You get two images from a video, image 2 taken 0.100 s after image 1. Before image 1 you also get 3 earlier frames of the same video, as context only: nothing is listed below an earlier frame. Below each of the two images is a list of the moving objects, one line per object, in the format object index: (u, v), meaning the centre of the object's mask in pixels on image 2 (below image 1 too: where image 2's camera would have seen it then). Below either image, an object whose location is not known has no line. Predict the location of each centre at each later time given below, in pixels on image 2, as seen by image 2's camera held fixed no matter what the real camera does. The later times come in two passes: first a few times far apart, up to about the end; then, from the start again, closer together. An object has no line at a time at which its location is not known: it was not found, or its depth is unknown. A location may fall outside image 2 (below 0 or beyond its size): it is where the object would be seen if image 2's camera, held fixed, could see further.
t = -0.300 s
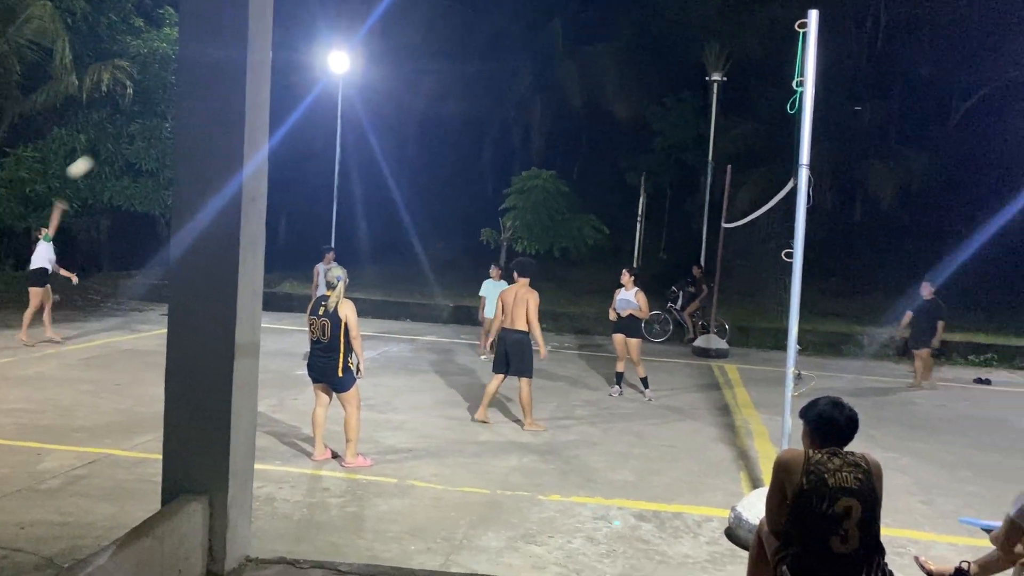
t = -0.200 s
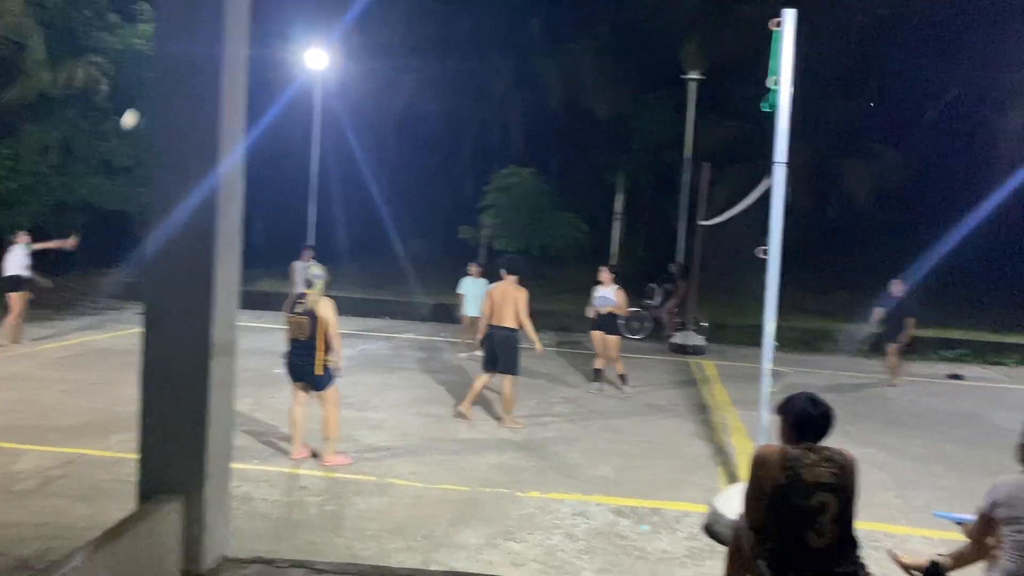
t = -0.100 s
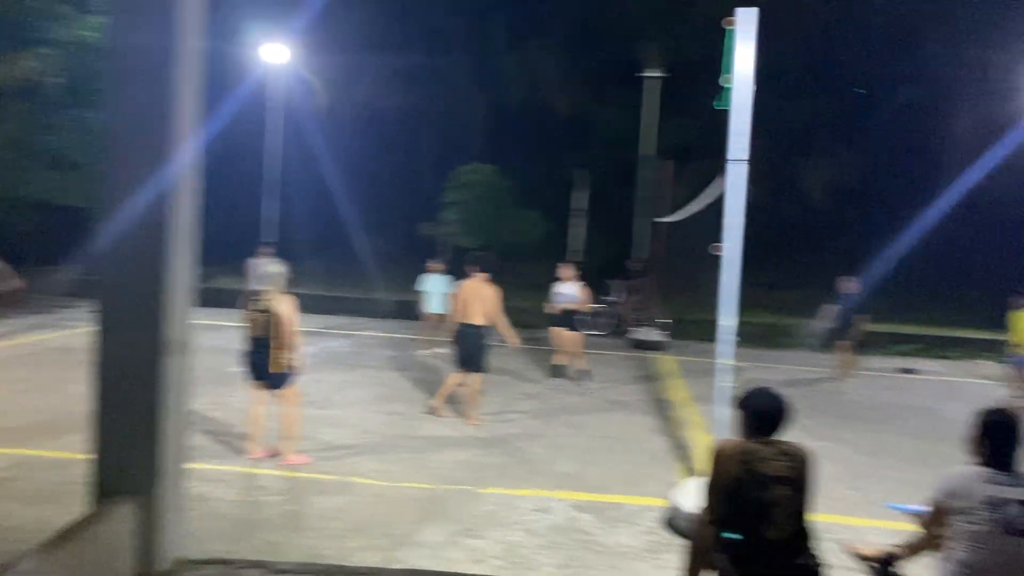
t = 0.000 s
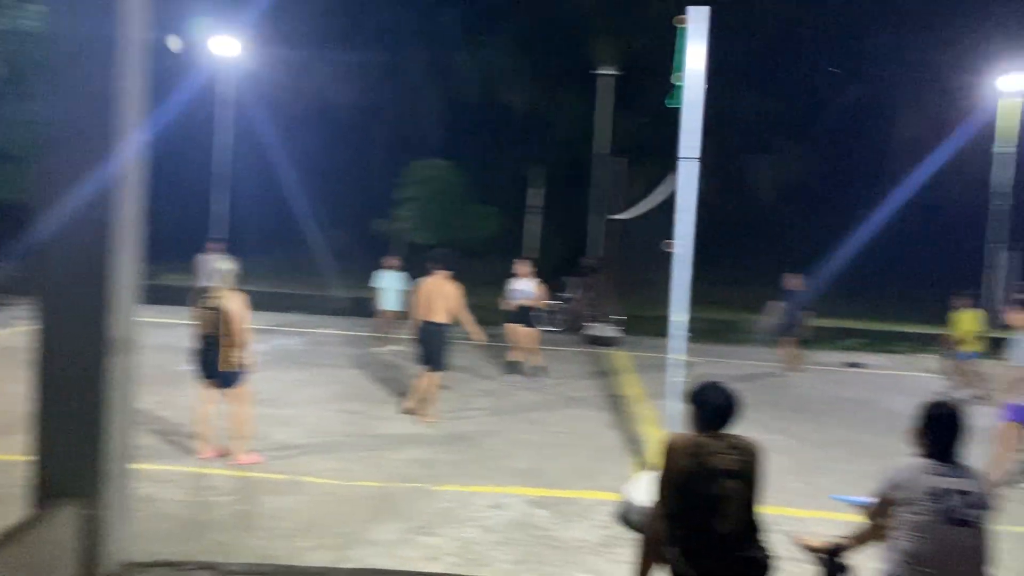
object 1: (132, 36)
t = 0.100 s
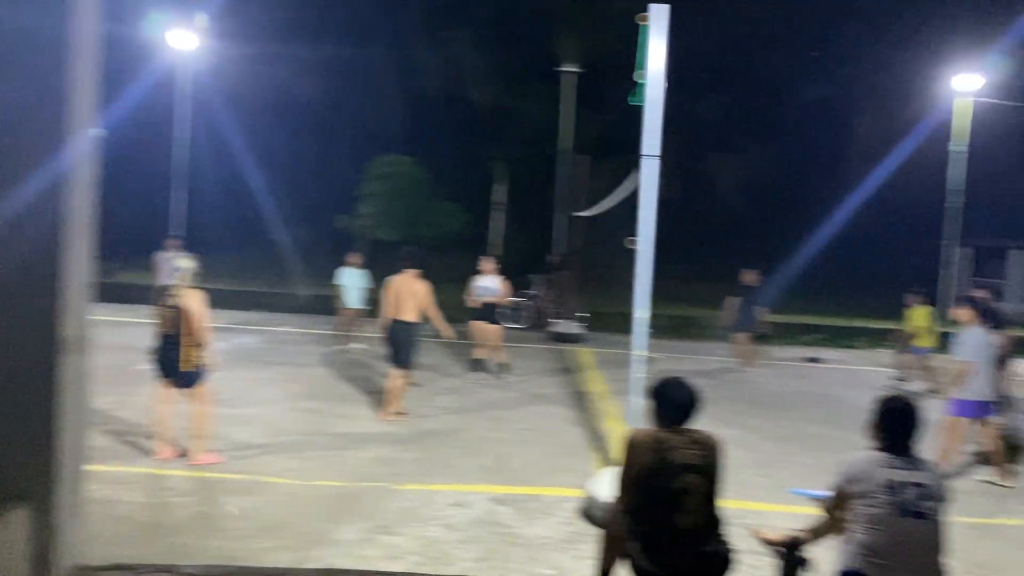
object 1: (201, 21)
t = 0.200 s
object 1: (268, 12)
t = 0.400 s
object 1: (384, 14)
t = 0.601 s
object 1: (486, 40)
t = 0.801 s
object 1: (576, 93)
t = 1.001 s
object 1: (653, 164)
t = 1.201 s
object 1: (719, 253)
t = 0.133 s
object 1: (225, 16)
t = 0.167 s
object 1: (247, 13)
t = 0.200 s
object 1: (268, 12)
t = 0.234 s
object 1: (287, 11)
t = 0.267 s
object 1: (308, 11)
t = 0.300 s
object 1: (328, 11)
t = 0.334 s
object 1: (347, 12)
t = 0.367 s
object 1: (366, 13)
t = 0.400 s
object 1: (384, 14)
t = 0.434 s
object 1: (402, 15)
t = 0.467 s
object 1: (419, 18)
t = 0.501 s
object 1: (436, 23)
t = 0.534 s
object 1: (453, 28)
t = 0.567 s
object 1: (469, 34)
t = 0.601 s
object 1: (486, 40)
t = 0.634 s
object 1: (501, 47)
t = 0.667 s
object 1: (516, 55)
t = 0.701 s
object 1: (532, 64)
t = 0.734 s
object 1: (546, 73)
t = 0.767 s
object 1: (561, 82)
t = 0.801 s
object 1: (576, 93)
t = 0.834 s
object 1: (589, 103)
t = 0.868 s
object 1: (603, 114)
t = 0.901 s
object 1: (616, 126)
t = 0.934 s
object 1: (628, 138)
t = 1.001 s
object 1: (653, 164)
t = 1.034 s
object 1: (665, 178)
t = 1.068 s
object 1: (676, 192)
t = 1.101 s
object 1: (687, 207)
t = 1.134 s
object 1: (698, 222)
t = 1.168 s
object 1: (709, 237)
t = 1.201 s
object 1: (719, 253)
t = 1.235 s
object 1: (730, 269)
